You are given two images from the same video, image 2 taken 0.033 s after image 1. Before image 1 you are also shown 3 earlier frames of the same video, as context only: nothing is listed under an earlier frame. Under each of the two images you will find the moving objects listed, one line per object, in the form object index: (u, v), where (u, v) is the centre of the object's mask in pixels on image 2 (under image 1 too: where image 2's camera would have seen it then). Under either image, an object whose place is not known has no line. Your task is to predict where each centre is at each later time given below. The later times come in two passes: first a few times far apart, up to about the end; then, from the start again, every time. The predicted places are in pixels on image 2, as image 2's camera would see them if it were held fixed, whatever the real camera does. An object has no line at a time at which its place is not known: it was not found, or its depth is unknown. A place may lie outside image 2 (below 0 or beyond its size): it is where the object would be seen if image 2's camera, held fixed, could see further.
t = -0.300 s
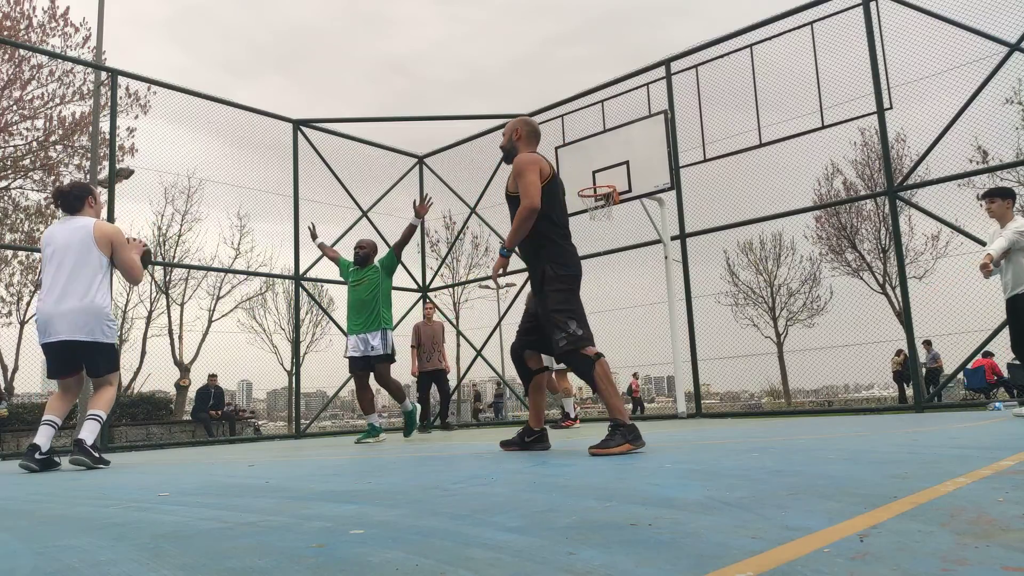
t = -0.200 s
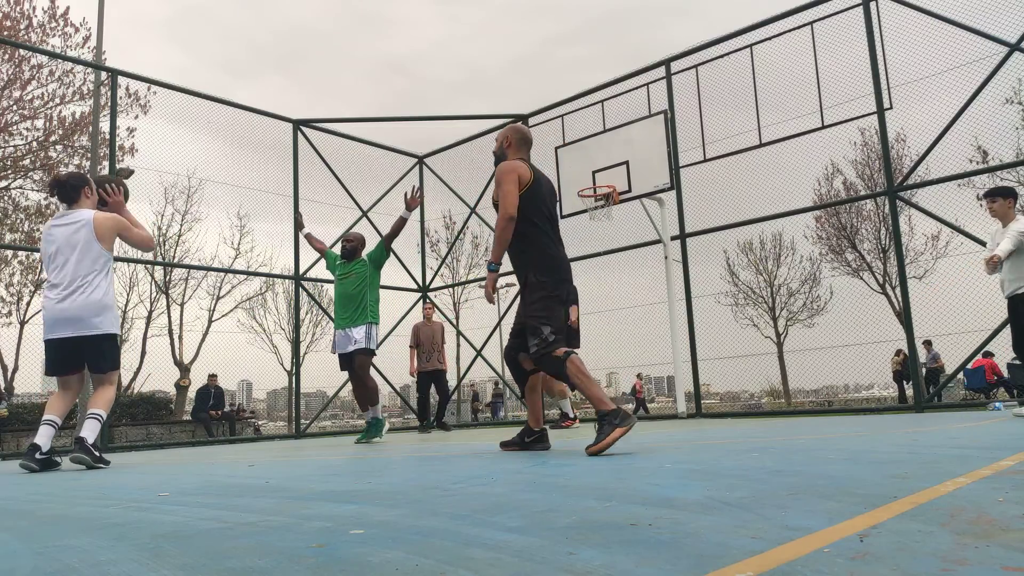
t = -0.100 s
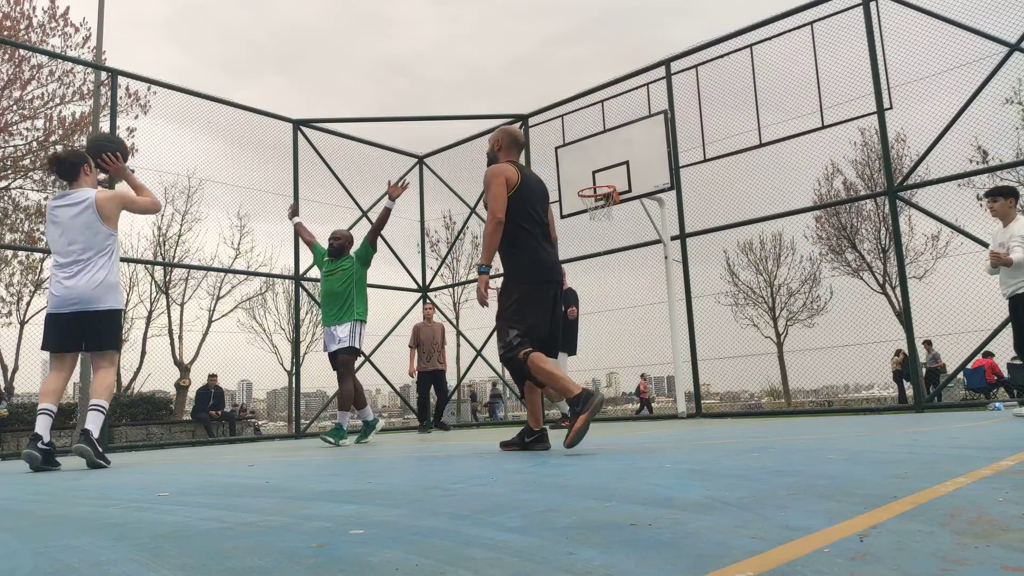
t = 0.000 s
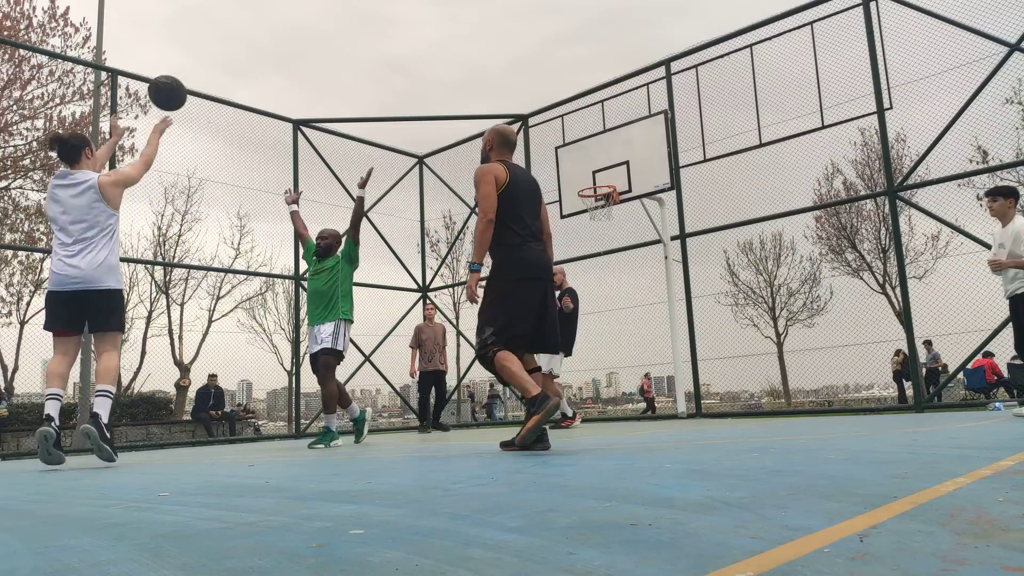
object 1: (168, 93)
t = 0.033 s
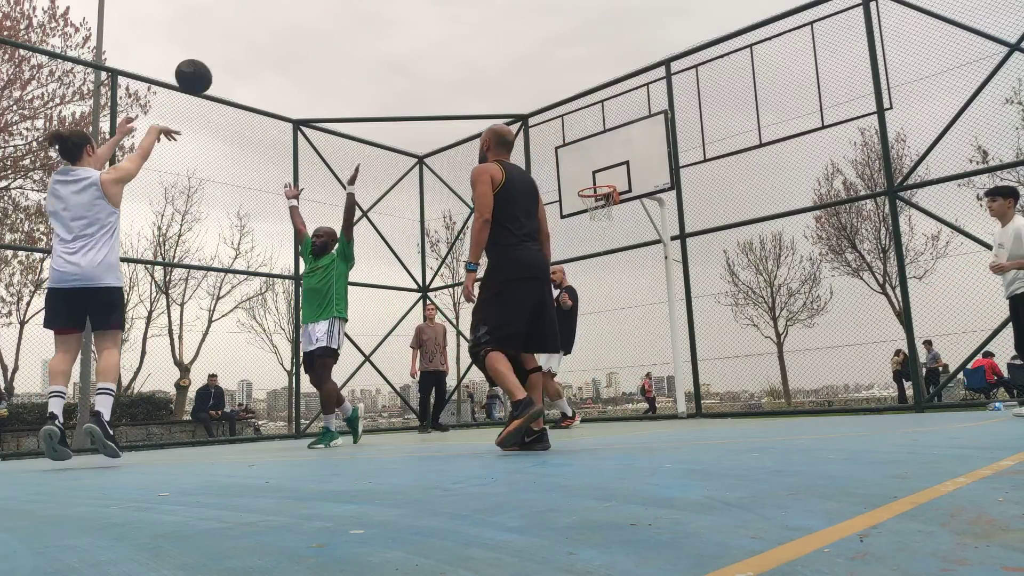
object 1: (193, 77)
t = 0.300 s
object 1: (354, 16)
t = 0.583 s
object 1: (467, 39)
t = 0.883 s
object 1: (557, 120)
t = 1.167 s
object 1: (600, 192)
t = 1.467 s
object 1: (594, 183)
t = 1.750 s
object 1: (584, 179)
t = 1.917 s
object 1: (585, 180)
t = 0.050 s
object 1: (206, 69)
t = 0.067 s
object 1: (218, 62)
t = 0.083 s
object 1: (229, 56)
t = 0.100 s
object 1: (241, 51)
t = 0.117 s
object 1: (252, 45)
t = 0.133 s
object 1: (262, 41)
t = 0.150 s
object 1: (273, 37)
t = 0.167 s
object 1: (283, 33)
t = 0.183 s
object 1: (293, 29)
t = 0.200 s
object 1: (302, 27)
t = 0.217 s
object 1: (311, 24)
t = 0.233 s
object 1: (320, 22)
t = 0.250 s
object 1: (329, 20)
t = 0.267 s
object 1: (337, 18)
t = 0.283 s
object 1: (346, 17)
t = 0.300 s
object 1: (354, 16)
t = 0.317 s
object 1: (362, 15)
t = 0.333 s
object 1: (369, 15)
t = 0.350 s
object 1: (377, 15)
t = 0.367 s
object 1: (384, 15)
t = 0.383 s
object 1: (391, 15)
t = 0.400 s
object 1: (398, 16)
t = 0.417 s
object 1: (405, 17)
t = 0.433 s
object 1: (412, 18)
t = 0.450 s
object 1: (419, 20)
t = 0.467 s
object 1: (425, 21)
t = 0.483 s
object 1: (432, 23)
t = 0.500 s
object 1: (438, 25)
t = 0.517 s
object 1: (444, 28)
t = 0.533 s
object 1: (450, 30)
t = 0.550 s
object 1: (456, 33)
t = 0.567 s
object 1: (462, 36)
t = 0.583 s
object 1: (467, 39)
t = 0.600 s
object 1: (473, 42)
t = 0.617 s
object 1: (479, 45)
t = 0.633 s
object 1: (484, 49)
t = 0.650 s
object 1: (490, 52)
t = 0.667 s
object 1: (495, 56)
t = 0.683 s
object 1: (500, 60)
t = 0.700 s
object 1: (505, 64)
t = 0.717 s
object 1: (510, 69)
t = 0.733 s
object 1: (515, 73)
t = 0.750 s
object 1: (520, 78)
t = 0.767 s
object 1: (525, 83)
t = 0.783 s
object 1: (530, 88)
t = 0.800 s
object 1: (534, 93)
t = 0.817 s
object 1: (539, 98)
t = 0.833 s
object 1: (544, 103)
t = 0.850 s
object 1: (548, 109)
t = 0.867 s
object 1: (553, 114)
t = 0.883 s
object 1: (557, 120)
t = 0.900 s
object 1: (561, 126)
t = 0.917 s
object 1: (566, 132)
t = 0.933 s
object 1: (570, 138)
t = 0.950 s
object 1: (574, 145)
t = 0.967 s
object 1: (578, 151)
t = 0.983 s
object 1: (582, 157)
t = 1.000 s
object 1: (586, 164)
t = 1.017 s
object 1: (590, 171)
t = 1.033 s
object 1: (595, 177)
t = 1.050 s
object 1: (599, 184)
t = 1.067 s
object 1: (601, 191)
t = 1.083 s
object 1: (598, 190)
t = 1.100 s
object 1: (595, 190)
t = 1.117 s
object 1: (593, 190)
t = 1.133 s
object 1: (595, 191)
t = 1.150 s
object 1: (598, 191)
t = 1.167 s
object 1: (600, 192)
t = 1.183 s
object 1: (599, 191)
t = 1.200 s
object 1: (597, 190)
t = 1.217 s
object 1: (595, 188)
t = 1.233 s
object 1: (593, 187)
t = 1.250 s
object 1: (593, 184)
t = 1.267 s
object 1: (594, 184)
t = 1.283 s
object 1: (595, 183)
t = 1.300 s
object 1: (595, 182)
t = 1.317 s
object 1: (596, 182)
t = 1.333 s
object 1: (597, 182)
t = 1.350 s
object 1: (598, 182)
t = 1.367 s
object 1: (598, 182)
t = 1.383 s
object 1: (599, 181)
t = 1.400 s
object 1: (600, 182)
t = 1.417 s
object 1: (599, 183)
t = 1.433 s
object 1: (596, 183)
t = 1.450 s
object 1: (594, 184)
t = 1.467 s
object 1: (594, 183)
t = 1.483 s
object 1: (592, 182)
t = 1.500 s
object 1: (591, 182)
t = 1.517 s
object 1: (590, 182)
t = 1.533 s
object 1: (588, 182)
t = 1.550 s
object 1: (587, 183)
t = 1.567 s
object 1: (586, 183)
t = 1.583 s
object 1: (585, 183)
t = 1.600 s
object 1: (585, 183)
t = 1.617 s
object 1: (584, 183)
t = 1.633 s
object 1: (584, 183)
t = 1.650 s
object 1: (583, 183)
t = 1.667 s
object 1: (583, 182)
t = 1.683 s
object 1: (583, 181)
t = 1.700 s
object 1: (584, 180)
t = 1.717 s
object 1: (584, 180)
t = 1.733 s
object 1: (584, 180)
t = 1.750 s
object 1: (584, 179)
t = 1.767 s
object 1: (584, 179)
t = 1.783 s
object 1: (584, 178)
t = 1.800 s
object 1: (584, 178)
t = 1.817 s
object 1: (584, 178)
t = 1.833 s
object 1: (584, 178)
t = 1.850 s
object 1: (584, 178)
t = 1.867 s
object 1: (584, 178)
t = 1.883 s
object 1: (585, 179)
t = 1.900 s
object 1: (585, 179)
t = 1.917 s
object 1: (585, 180)
